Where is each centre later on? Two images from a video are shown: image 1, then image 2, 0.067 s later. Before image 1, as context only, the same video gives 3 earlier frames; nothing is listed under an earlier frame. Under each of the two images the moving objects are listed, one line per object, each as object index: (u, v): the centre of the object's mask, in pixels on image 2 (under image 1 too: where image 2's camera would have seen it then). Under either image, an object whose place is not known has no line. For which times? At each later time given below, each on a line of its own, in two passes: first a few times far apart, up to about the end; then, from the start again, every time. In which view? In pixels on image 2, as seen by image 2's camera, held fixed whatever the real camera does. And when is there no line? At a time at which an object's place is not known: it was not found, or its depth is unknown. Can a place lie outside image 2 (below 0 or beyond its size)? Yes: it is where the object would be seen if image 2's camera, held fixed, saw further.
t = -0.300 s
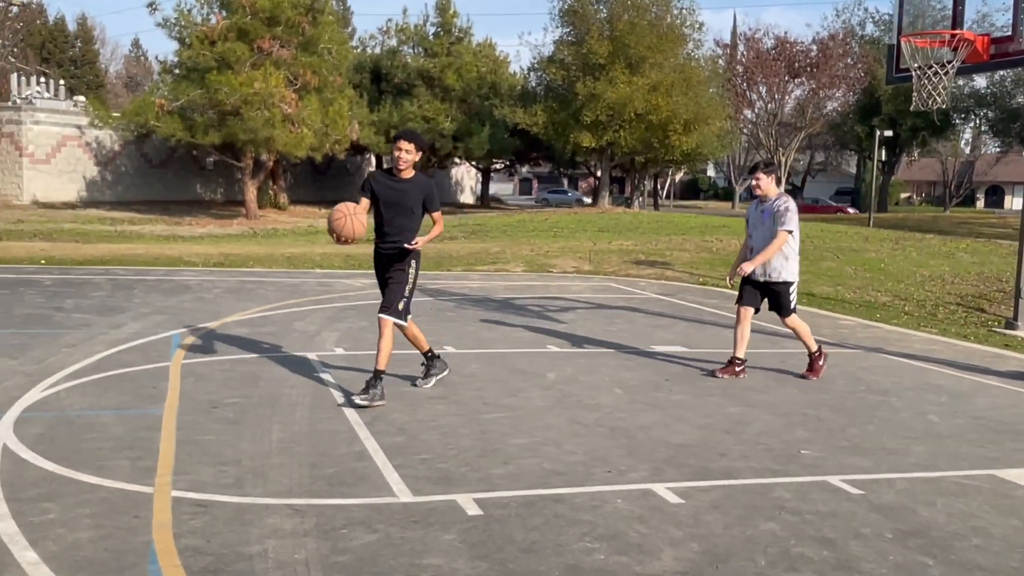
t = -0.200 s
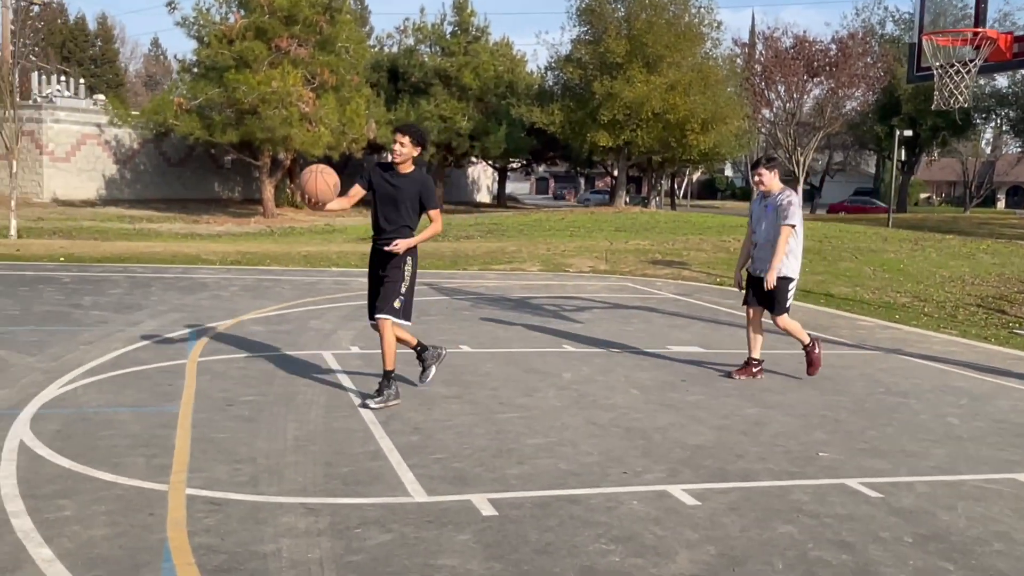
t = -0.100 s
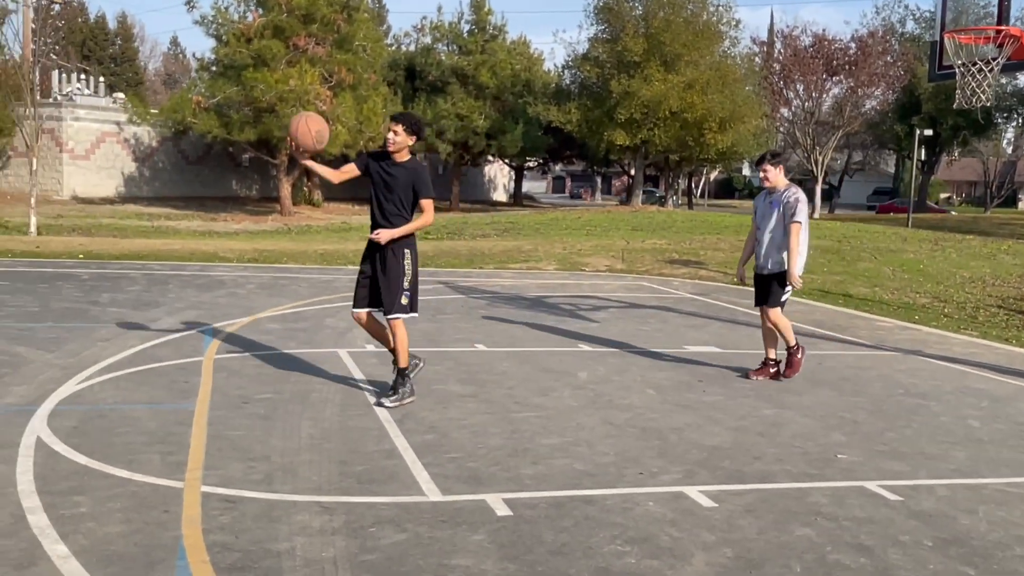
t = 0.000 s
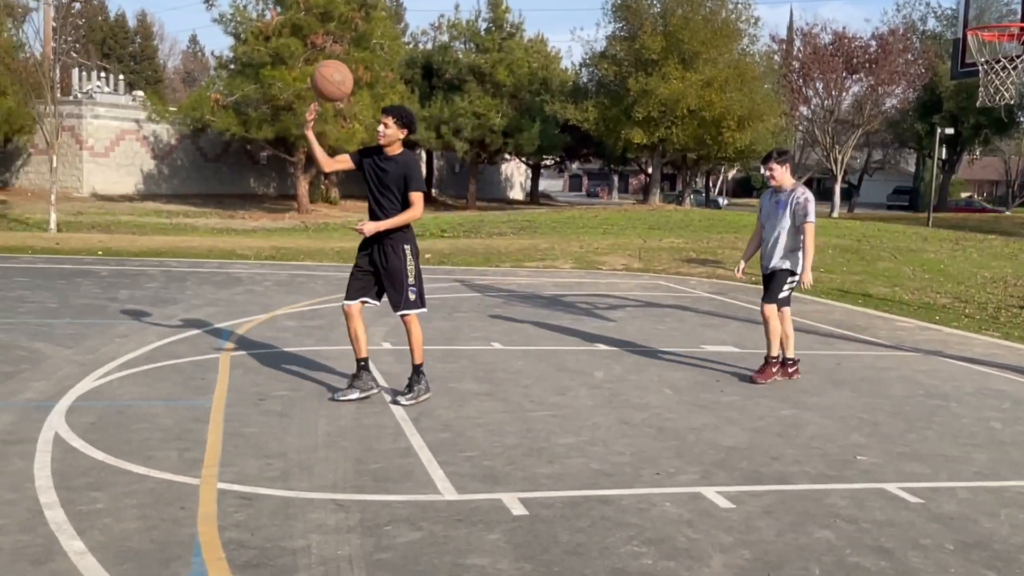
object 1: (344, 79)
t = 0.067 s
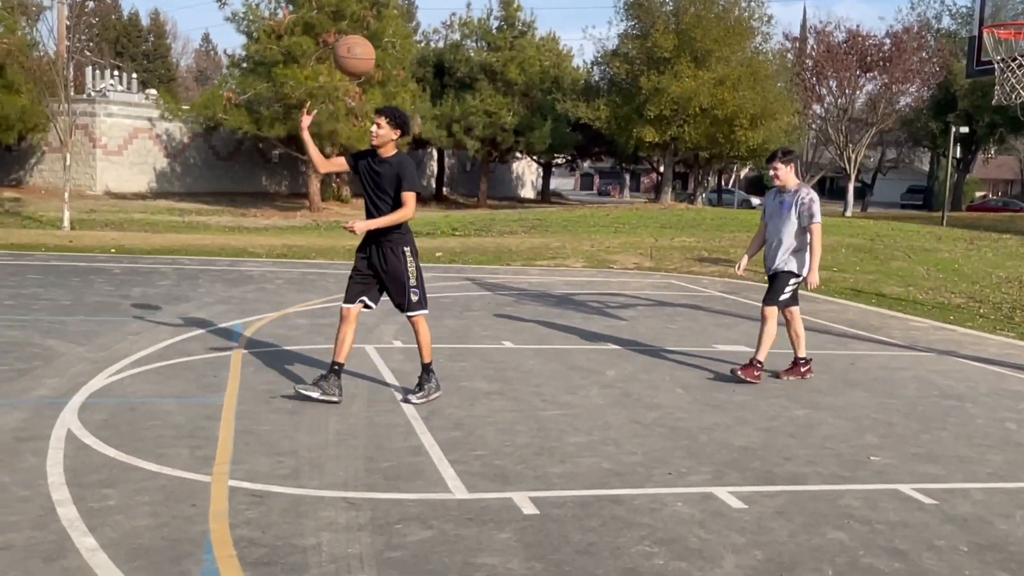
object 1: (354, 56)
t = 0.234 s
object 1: (380, 33)
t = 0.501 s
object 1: (420, 94)
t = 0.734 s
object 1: (449, 237)
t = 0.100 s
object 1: (359, 48)
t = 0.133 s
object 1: (365, 42)
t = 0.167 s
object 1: (370, 37)
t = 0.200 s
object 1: (375, 34)
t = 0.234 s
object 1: (380, 33)
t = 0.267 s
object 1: (385, 34)
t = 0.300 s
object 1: (391, 37)
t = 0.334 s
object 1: (396, 42)
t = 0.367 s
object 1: (401, 49)
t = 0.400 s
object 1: (406, 58)
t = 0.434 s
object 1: (410, 68)
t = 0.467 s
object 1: (415, 80)
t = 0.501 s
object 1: (420, 94)
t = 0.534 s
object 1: (425, 109)
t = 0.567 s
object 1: (430, 127)
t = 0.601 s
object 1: (434, 146)
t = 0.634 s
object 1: (438, 166)
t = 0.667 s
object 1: (443, 188)
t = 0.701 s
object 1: (446, 212)
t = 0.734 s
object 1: (449, 237)
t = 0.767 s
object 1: (449, 263)
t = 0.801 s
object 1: (452, 291)
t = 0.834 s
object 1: (455, 320)
